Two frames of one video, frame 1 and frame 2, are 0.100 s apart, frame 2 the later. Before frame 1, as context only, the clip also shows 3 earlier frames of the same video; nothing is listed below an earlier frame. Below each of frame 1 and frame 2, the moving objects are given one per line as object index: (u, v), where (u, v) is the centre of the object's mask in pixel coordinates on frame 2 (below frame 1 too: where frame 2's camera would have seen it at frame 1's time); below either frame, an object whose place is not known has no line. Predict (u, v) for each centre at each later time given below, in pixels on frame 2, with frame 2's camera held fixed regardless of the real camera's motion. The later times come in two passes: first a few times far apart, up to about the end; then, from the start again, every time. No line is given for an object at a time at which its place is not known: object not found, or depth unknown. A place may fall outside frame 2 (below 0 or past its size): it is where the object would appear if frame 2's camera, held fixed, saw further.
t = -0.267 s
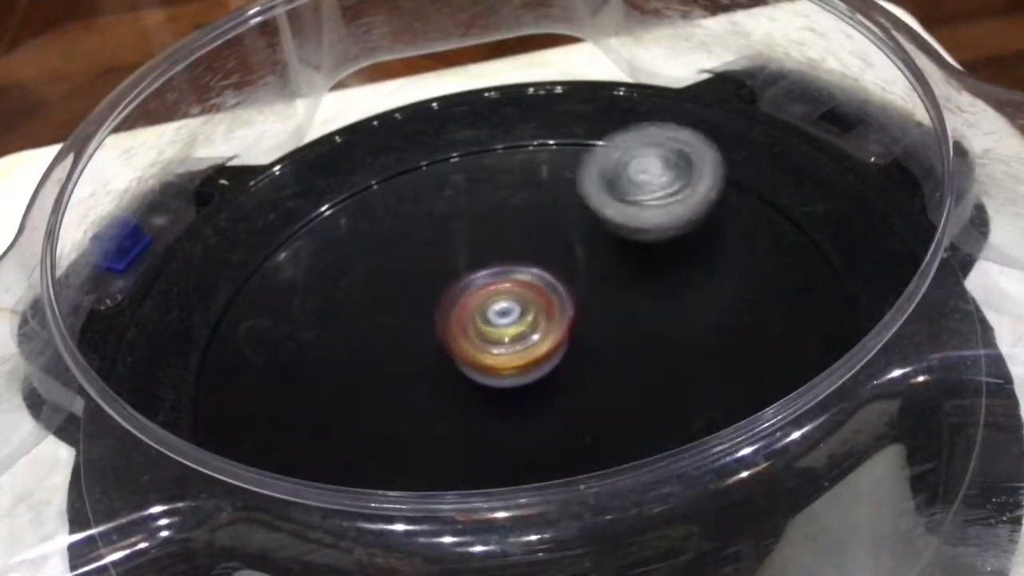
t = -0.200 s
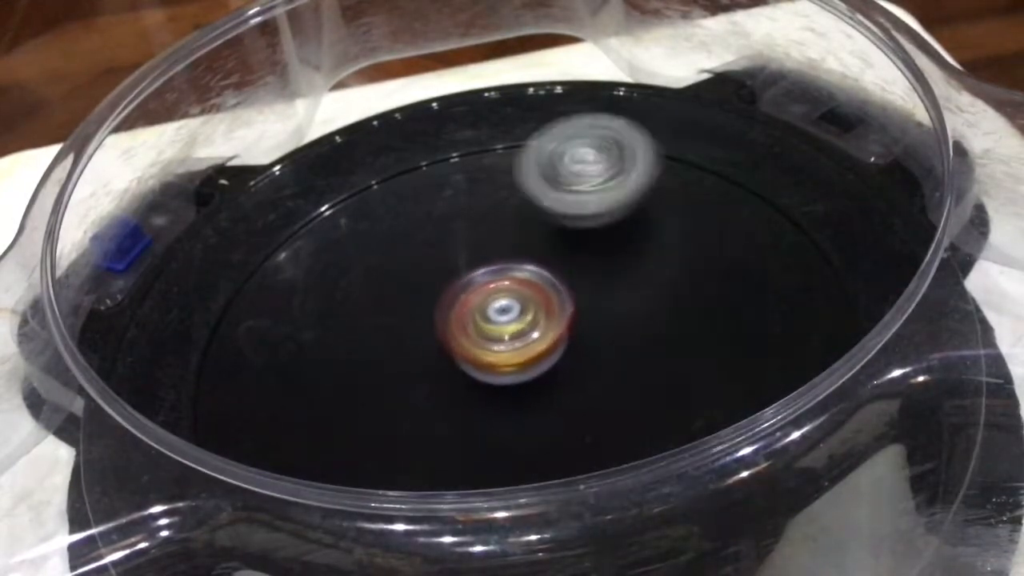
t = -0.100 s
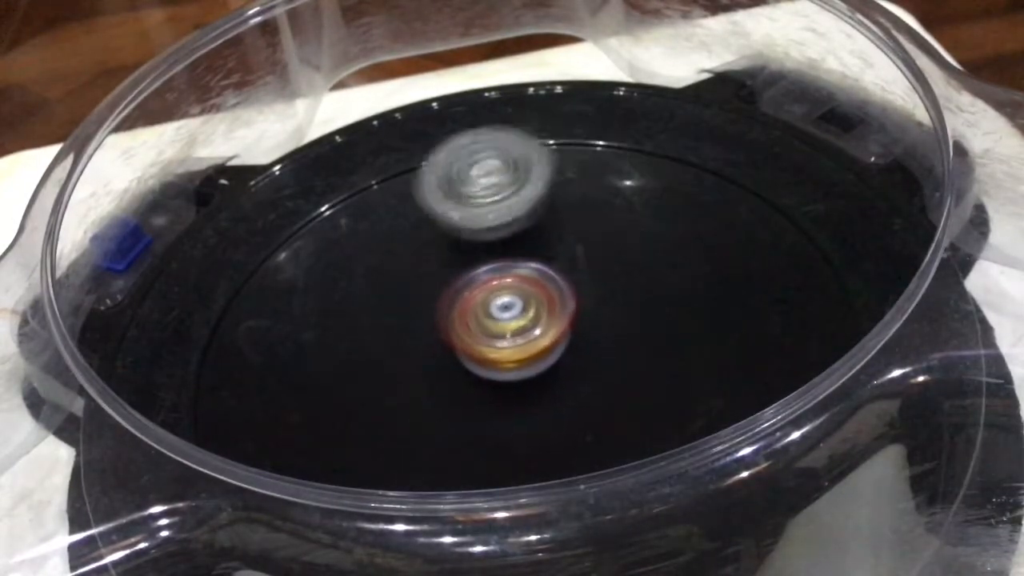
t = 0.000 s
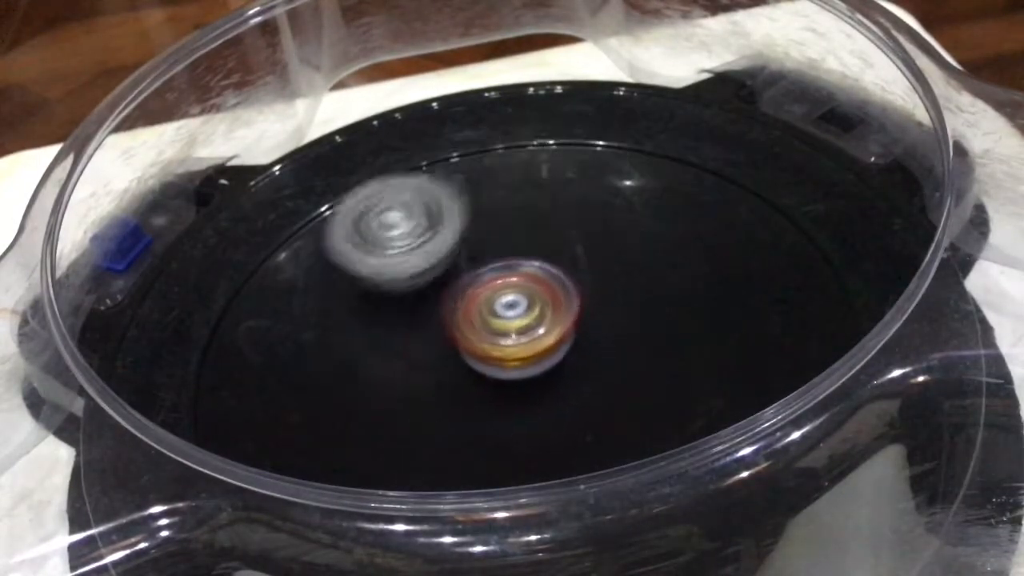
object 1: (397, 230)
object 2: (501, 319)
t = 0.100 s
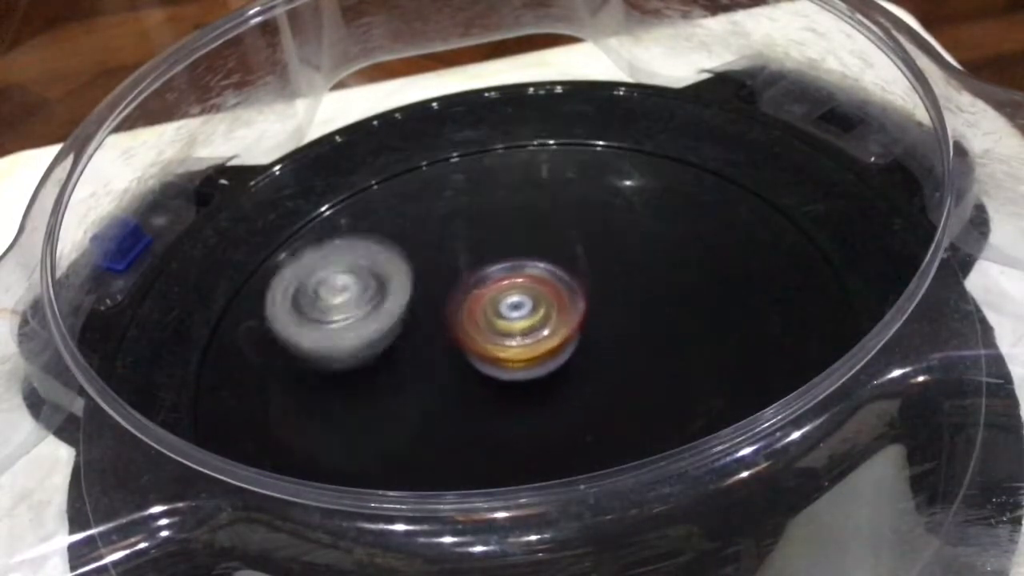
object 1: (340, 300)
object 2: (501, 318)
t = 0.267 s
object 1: (358, 424)
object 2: (505, 324)
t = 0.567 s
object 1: (666, 406)
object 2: (498, 330)
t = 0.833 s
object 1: (653, 231)
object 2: (492, 330)
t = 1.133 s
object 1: (380, 230)
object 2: (486, 327)
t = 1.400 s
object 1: (309, 402)
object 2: (489, 324)
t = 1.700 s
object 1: (632, 402)
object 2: (490, 322)
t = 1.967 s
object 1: (658, 218)
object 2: (494, 319)
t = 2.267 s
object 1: (420, 202)
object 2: (490, 319)
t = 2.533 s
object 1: (363, 383)
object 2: (490, 323)
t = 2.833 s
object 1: (642, 406)
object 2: (493, 330)
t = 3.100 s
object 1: (688, 244)
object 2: (496, 331)
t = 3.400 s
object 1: (430, 234)
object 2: (499, 328)
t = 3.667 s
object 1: (326, 387)
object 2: (498, 324)
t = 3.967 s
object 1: (586, 422)
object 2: (495, 322)
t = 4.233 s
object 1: (651, 257)
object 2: (498, 324)
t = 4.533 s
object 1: (443, 200)
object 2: (497, 323)
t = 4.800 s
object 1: (339, 346)
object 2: (496, 326)
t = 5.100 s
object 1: (587, 413)
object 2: (499, 323)
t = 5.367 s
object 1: (698, 266)
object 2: (496, 325)
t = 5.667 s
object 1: (485, 214)
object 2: (496, 326)
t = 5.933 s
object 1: (341, 341)
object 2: (498, 335)
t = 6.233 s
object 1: (524, 435)
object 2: (496, 327)
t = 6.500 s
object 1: (670, 301)
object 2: (499, 332)
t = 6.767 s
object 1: (528, 205)
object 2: (496, 326)
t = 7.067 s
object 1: (352, 312)
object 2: (499, 324)
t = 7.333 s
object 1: (484, 427)
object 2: (501, 315)
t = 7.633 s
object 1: (679, 308)
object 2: (502, 327)
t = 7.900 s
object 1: (549, 212)
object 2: (501, 328)
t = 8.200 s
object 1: (362, 308)
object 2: (502, 330)
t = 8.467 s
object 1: (453, 429)
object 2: (498, 320)
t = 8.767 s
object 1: (674, 341)
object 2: (495, 310)
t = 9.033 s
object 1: (615, 213)
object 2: (452, 323)
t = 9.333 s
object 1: (434, 232)
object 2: (421, 366)
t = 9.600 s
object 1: (447, 288)
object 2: (470, 457)
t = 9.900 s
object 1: (498, 219)
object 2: (515, 437)
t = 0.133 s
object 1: (331, 327)
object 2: (502, 319)
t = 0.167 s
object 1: (327, 354)
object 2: (504, 321)
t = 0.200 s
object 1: (331, 380)
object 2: (506, 322)
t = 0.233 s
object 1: (341, 406)
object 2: (505, 323)
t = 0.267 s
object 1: (358, 424)
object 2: (505, 324)
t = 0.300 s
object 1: (382, 438)
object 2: (504, 325)
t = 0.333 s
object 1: (411, 446)
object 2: (505, 327)
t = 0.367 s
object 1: (445, 452)
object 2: (504, 328)
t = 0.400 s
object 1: (482, 456)
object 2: (504, 329)
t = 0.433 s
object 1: (522, 453)
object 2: (503, 329)
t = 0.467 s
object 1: (569, 453)
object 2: (502, 330)
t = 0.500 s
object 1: (613, 462)
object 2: (500, 330)
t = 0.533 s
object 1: (644, 447)
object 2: (500, 330)
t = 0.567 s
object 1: (666, 406)
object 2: (498, 330)
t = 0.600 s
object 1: (696, 391)
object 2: (497, 330)
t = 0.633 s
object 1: (714, 367)
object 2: (496, 331)
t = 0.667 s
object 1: (723, 343)
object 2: (494, 330)
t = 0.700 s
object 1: (722, 315)
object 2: (494, 330)
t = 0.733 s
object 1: (713, 290)
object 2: (493, 330)
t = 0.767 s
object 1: (697, 267)
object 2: (493, 330)
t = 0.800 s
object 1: (678, 247)
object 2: (492, 330)
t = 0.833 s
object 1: (653, 231)
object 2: (492, 330)
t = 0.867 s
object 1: (624, 217)
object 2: (491, 330)
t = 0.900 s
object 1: (595, 208)
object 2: (489, 330)
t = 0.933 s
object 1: (562, 201)
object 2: (489, 329)
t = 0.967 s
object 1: (531, 199)
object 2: (488, 328)
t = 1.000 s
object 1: (499, 199)
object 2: (487, 329)
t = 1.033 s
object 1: (468, 203)
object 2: (486, 328)
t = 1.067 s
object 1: (437, 209)
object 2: (486, 327)
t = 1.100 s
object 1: (408, 218)
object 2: (486, 327)
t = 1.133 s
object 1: (380, 230)
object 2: (486, 327)
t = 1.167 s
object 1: (355, 244)
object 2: (487, 326)
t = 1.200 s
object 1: (331, 263)
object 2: (487, 326)
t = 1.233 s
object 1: (313, 282)
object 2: (486, 326)
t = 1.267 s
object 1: (298, 304)
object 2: (487, 326)
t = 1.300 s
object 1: (290, 329)
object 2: (487, 326)
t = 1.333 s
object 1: (289, 353)
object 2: (487, 325)
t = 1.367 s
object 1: (295, 379)
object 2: (488, 325)
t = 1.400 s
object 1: (309, 402)
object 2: (489, 324)
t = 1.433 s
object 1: (331, 419)
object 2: (489, 324)
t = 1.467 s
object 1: (362, 432)
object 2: (489, 323)
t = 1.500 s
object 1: (399, 439)
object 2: (489, 323)
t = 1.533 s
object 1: (437, 444)
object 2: (490, 323)
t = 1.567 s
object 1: (478, 443)
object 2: (490, 323)
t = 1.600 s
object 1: (522, 439)
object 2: (490, 322)
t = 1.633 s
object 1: (562, 428)
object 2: (489, 321)
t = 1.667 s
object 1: (597, 415)
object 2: (490, 321)
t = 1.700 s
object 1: (632, 402)
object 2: (490, 322)
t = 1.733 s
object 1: (656, 378)
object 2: (490, 321)
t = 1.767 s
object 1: (674, 355)
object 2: (491, 321)
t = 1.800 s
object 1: (686, 328)
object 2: (491, 321)
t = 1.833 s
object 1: (692, 302)
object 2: (491, 321)
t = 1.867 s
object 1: (691, 278)
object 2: (490, 320)
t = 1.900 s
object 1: (684, 255)
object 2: (490, 319)
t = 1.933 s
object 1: (673, 234)
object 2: (494, 320)
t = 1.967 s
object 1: (658, 218)
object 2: (494, 319)
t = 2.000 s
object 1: (638, 201)
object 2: (493, 318)
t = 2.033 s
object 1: (616, 189)
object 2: (493, 318)
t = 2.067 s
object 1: (590, 181)
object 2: (489, 318)
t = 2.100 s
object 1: (561, 174)
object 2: (489, 318)
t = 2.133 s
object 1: (532, 172)
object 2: (489, 318)
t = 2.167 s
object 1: (504, 173)
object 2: (490, 319)
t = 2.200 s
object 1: (475, 179)
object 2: (489, 318)
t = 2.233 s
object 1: (446, 189)
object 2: (490, 319)
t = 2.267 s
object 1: (420, 202)
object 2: (490, 319)
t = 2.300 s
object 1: (395, 219)
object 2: (489, 320)
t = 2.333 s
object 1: (374, 239)
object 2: (489, 320)
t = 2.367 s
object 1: (358, 261)
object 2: (490, 321)
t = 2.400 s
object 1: (345, 285)
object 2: (490, 322)
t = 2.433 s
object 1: (340, 310)
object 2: (490, 322)
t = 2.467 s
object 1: (341, 336)
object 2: (489, 323)
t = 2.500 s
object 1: (348, 362)
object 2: (489, 323)
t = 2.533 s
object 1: (363, 383)
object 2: (490, 323)
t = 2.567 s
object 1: (381, 405)
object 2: (490, 324)
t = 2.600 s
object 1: (406, 420)
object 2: (490, 323)
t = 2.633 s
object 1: (436, 430)
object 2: (491, 321)
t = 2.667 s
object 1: (468, 437)
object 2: (491, 321)
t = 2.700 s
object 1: (504, 436)
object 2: (489, 321)
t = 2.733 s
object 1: (542, 434)
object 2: (490, 325)
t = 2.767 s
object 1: (577, 430)
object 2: (491, 327)
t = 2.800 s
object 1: (610, 417)
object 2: (492, 329)
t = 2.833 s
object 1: (642, 406)
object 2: (493, 330)
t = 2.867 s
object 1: (672, 391)
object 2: (493, 330)
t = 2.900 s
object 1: (696, 374)
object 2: (493, 330)
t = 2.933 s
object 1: (712, 354)
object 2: (493, 330)
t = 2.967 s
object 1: (721, 330)
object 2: (497, 331)
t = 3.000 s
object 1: (722, 305)
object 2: (498, 331)
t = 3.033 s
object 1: (717, 282)
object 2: (495, 331)
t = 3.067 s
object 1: (705, 262)
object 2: (495, 331)
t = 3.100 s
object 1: (688, 244)
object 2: (496, 331)
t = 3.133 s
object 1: (665, 229)
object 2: (497, 331)
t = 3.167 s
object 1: (639, 218)
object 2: (497, 331)
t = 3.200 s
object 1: (611, 211)
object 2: (497, 331)
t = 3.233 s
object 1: (579, 206)
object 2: (498, 330)
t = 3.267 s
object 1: (548, 205)
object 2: (502, 331)
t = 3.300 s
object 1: (517, 208)
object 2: (503, 330)
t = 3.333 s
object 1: (486, 214)
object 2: (503, 330)
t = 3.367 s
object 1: (457, 222)
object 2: (504, 330)
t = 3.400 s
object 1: (430, 234)
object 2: (499, 328)
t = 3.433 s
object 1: (405, 247)
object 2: (503, 328)
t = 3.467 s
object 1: (381, 263)
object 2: (499, 327)
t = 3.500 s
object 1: (361, 280)
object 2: (503, 327)
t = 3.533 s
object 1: (344, 299)
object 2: (499, 326)
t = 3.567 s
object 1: (332, 322)
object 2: (499, 325)
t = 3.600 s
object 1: (324, 343)
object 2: (499, 325)
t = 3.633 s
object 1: (322, 365)
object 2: (498, 324)
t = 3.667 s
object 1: (326, 387)
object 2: (498, 324)
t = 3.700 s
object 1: (337, 410)
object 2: (497, 324)
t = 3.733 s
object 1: (354, 423)
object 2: (497, 323)
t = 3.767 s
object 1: (379, 435)
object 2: (496, 323)
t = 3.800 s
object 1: (407, 443)
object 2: (496, 322)
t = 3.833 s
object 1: (442, 447)
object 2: (496, 323)
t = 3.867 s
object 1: (478, 447)
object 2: (496, 323)
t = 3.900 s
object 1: (518, 446)
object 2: (495, 323)
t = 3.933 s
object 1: (552, 434)
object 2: (494, 322)
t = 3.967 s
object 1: (586, 422)
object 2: (495, 322)
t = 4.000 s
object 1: (616, 408)
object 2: (495, 322)
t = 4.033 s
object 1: (640, 391)
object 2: (500, 324)
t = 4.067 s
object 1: (656, 370)
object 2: (496, 323)
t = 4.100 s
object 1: (667, 346)
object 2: (497, 323)
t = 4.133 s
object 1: (671, 322)
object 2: (498, 324)
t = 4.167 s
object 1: (670, 300)
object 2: (498, 324)
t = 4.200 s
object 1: (662, 277)
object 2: (498, 324)
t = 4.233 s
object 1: (651, 257)
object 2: (498, 324)
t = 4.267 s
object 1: (636, 240)
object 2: (498, 324)
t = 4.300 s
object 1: (618, 225)
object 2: (498, 324)
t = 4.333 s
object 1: (596, 211)
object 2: (497, 324)
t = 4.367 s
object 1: (573, 203)
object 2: (498, 323)
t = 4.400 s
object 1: (548, 196)
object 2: (498, 324)
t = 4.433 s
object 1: (523, 192)
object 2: (498, 323)
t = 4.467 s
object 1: (495, 191)
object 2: (498, 323)
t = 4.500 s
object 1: (469, 194)
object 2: (497, 323)
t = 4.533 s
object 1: (443, 200)
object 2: (497, 323)
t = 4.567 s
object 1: (417, 210)
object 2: (497, 323)
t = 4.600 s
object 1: (393, 222)
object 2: (497, 323)
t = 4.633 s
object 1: (373, 238)
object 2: (497, 323)
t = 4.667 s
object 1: (355, 256)
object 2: (497, 324)
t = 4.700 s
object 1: (344, 275)
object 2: (497, 325)
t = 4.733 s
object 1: (335, 299)
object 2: (497, 325)
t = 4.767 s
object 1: (334, 323)
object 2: (497, 325)
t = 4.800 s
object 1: (339, 346)
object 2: (496, 326)
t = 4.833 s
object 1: (351, 367)
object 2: (497, 326)
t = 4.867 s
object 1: (368, 387)
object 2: (497, 326)
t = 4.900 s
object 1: (392, 405)
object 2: (497, 326)
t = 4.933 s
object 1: (419, 417)
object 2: (498, 322)
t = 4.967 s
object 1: (451, 424)
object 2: (496, 315)
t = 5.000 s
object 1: (484, 428)
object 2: (496, 317)
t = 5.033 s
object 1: (519, 429)
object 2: (496, 317)
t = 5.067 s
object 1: (555, 422)
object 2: (495, 319)
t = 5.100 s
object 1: (587, 413)
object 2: (499, 323)
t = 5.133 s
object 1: (618, 402)
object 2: (496, 325)
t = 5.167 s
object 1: (645, 387)
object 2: (497, 326)
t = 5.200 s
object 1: (667, 370)
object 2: (497, 325)
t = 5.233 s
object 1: (686, 351)
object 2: (496, 325)
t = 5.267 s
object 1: (698, 330)
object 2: (496, 325)
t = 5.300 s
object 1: (704, 309)
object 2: (496, 325)
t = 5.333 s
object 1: (703, 288)
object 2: (496, 325)
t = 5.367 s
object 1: (698, 266)
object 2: (496, 325)
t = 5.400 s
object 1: (688, 249)
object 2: (496, 326)
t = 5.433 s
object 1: (671, 234)
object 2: (496, 326)
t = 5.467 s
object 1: (651, 220)
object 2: (495, 325)
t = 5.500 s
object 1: (626, 211)
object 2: (496, 326)
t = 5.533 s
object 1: (600, 205)
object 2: (496, 326)
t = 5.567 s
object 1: (572, 202)
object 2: (496, 326)
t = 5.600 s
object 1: (543, 203)
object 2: (496, 326)
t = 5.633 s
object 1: (514, 207)
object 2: (496, 326)
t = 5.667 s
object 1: (485, 214)
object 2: (496, 326)
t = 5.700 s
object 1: (458, 224)
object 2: (496, 325)
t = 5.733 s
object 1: (434, 236)
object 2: (502, 328)
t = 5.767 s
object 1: (411, 250)
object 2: (498, 332)
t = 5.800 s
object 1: (391, 265)
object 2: (498, 334)
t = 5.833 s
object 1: (372, 282)
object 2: (497, 335)
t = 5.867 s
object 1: (357, 301)
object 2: (497, 335)
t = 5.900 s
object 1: (347, 321)
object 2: (498, 335)
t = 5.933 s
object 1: (341, 341)
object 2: (498, 335)
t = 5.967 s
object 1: (342, 362)
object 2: (499, 336)
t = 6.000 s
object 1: (347, 383)
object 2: (499, 336)
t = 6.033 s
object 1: (358, 403)
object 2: (499, 337)
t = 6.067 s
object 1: (375, 418)
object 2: (499, 336)
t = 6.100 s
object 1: (396, 429)
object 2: (499, 336)
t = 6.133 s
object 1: (426, 435)
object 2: (500, 335)
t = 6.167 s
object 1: (458, 441)
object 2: (500, 333)
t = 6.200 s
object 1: (489, 439)
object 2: (498, 329)
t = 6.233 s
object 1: (524, 435)
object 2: (496, 327)
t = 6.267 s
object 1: (558, 427)
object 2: (496, 329)
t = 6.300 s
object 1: (588, 417)
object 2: (496, 332)
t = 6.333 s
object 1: (615, 403)
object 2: (497, 333)
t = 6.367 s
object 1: (638, 386)
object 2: (497, 332)
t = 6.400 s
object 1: (654, 368)
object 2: (498, 332)
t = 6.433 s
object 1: (664, 345)
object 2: (498, 332)
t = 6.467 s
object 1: (670, 323)
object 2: (499, 332)
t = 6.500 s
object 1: (670, 301)
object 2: (499, 332)
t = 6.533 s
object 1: (663, 282)
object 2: (498, 331)
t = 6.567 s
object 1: (654, 264)
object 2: (503, 332)
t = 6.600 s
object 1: (639, 247)
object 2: (497, 330)
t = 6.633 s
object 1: (621, 234)
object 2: (496, 329)
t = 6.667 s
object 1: (601, 222)
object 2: (496, 328)
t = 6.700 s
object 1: (579, 213)
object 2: (496, 328)
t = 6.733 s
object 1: (553, 208)
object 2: (496, 327)
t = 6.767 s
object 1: (528, 205)
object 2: (496, 326)
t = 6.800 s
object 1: (503, 206)
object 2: (496, 326)
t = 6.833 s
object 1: (476, 210)
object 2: (496, 325)
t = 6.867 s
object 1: (450, 217)
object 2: (496, 325)
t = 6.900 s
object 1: (427, 226)
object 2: (497, 325)
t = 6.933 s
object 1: (404, 240)
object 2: (498, 325)
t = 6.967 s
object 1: (385, 255)
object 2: (498, 324)
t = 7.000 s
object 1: (370, 271)
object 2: (499, 324)
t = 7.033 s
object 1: (359, 290)
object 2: (499, 324)
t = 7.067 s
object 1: (352, 312)
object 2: (499, 324)
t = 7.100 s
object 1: (350, 332)
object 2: (499, 324)
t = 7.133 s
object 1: (355, 354)
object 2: (500, 324)
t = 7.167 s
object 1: (364, 374)
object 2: (500, 324)
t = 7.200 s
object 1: (380, 390)
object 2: (500, 324)
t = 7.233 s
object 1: (402, 406)
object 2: (502, 323)
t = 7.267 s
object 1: (426, 418)
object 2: (503, 320)
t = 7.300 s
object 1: (454, 424)
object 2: (501, 315)
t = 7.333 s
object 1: (484, 427)
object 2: (501, 315)
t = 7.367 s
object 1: (517, 427)
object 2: (500, 317)
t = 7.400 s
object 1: (549, 421)
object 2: (500, 317)
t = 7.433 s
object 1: (580, 413)
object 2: (500, 320)
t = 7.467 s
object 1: (608, 401)
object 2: (501, 322)
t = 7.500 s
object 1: (632, 387)
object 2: (503, 325)
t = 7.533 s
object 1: (652, 371)
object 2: (503, 326)
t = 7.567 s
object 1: (667, 351)
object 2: (502, 326)
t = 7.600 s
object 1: (675, 330)
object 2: (503, 327)
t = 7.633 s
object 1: (679, 308)
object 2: (502, 327)
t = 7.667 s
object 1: (677, 289)
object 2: (502, 327)
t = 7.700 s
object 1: (670, 271)
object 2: (502, 328)
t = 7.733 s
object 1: (657, 255)
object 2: (501, 328)
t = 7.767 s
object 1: (642, 240)
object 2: (501, 327)
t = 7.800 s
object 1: (623, 229)
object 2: (501, 328)
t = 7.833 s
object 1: (602, 220)
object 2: (501, 328)
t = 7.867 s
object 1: (577, 215)
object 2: (501, 328)
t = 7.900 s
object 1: (549, 212)
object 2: (501, 328)
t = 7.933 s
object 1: (523, 211)
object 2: (500, 328)
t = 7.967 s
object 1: (498, 216)
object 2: (500, 329)
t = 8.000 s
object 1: (472, 223)
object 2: (499, 329)
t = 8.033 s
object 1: (449, 233)
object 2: (500, 329)
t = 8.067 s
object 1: (427, 244)
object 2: (499, 329)
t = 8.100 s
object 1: (407, 258)
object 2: (503, 330)
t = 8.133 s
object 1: (390, 272)
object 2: (498, 329)
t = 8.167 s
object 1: (374, 290)
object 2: (497, 329)
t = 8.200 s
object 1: (362, 308)
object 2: (502, 330)
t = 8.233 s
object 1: (356, 327)
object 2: (497, 329)
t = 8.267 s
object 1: (354, 347)
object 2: (501, 330)
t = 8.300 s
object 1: (358, 366)
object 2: (497, 329)
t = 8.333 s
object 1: (366, 384)
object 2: (501, 329)
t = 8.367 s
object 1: (381, 400)
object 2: (495, 328)
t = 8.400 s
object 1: (402, 413)
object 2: (497, 326)
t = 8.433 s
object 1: (425, 422)
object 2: (498, 323)
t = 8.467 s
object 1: (453, 429)
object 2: (498, 320)
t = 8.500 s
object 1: (482, 431)
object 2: (496, 317)
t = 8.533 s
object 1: (513, 430)
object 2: (495, 318)
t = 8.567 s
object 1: (544, 424)
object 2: (495, 319)
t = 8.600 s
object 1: (573, 416)
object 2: (494, 321)
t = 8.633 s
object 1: (599, 403)
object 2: (500, 323)
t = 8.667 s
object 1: (623, 390)
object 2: (495, 319)
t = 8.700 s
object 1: (645, 377)
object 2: (495, 314)
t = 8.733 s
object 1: (662, 359)
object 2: (494, 311)
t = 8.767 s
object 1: (674, 341)
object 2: (495, 310)
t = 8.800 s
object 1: (680, 321)
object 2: (495, 309)
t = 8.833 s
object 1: (681, 302)
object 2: (496, 309)
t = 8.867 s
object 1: (675, 283)
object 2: (496, 309)
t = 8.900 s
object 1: (665, 266)
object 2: (496, 308)
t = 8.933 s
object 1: (650, 252)
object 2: (497, 308)
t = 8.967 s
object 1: (635, 239)
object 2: (490, 310)
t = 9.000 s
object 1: (628, 225)
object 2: (470, 318)
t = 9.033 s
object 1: (615, 213)
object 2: (452, 323)
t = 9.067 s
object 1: (597, 204)
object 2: (438, 327)
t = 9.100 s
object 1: (576, 199)
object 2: (429, 330)
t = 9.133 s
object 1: (553, 196)
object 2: (424, 333)
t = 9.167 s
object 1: (530, 197)
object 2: (423, 333)
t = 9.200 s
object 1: (506, 201)
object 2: (424, 333)
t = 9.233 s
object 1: (483, 209)
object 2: (425, 334)
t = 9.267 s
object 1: (464, 219)
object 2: (433, 335)
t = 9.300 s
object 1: (448, 226)
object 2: (432, 349)
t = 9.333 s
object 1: (434, 232)
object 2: (421, 366)
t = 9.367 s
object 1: (420, 242)
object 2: (420, 379)
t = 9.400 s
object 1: (409, 257)
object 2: (421, 388)
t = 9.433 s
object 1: (403, 272)
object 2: (425, 393)
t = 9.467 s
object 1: (402, 285)
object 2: (428, 406)
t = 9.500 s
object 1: (408, 296)
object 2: (448, 413)
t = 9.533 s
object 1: (420, 303)
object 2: (457, 428)
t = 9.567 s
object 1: (433, 296)
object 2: (455, 448)
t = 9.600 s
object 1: (447, 288)
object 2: (470, 457)
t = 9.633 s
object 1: (459, 280)
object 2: (487, 495)
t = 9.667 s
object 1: (471, 270)
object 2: (508, 497)
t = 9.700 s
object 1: (481, 261)
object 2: (513, 496)
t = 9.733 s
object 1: (489, 251)
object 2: (514, 492)
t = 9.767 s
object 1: (495, 241)
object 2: (515, 484)
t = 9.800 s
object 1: (499, 233)
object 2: (501, 475)
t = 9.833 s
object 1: (500, 226)
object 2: (497, 453)
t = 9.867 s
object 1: (499, 221)
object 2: (499, 443)
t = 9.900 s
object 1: (498, 219)
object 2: (515, 437)
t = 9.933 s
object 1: (496, 220)
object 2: (519, 428)
